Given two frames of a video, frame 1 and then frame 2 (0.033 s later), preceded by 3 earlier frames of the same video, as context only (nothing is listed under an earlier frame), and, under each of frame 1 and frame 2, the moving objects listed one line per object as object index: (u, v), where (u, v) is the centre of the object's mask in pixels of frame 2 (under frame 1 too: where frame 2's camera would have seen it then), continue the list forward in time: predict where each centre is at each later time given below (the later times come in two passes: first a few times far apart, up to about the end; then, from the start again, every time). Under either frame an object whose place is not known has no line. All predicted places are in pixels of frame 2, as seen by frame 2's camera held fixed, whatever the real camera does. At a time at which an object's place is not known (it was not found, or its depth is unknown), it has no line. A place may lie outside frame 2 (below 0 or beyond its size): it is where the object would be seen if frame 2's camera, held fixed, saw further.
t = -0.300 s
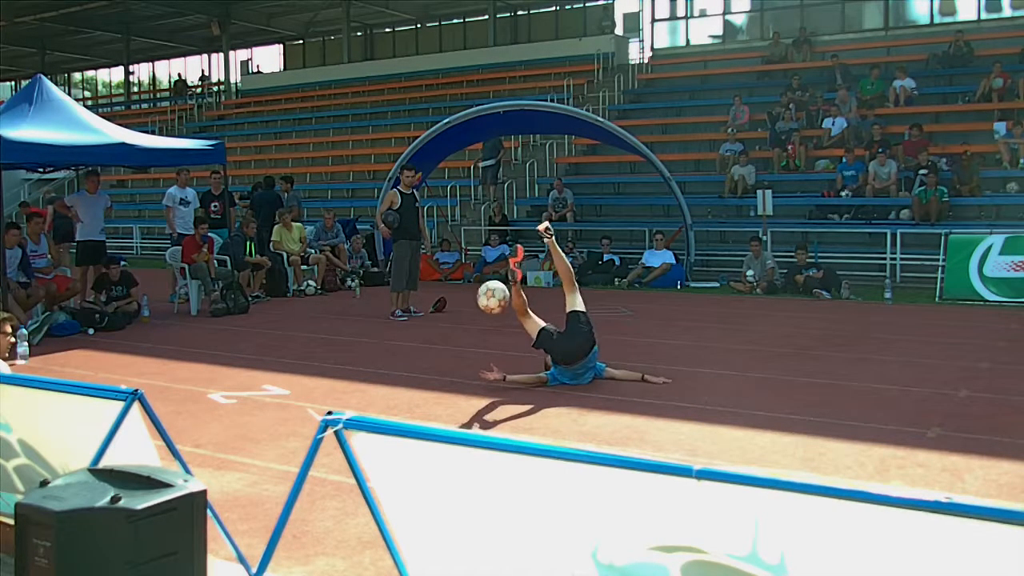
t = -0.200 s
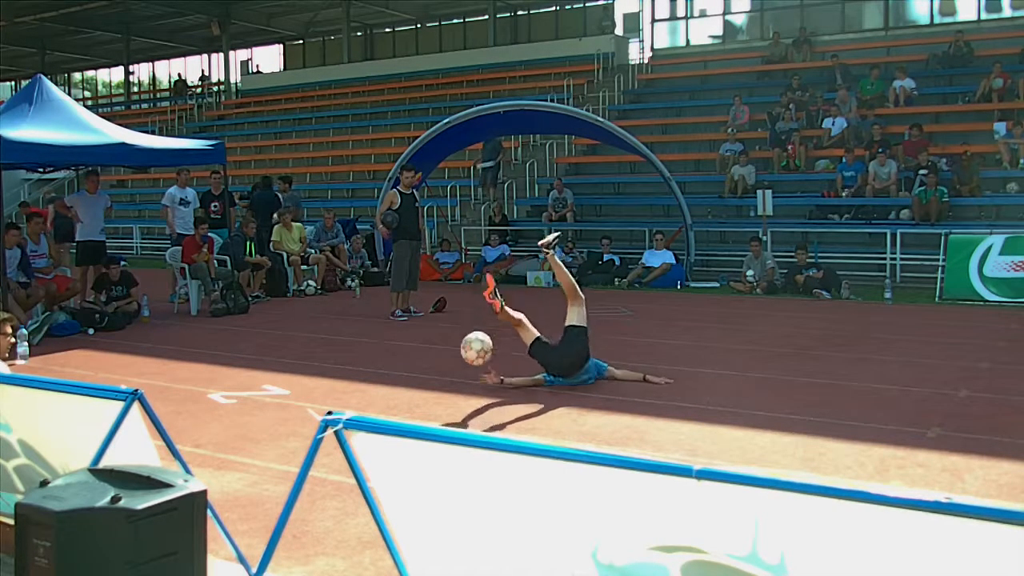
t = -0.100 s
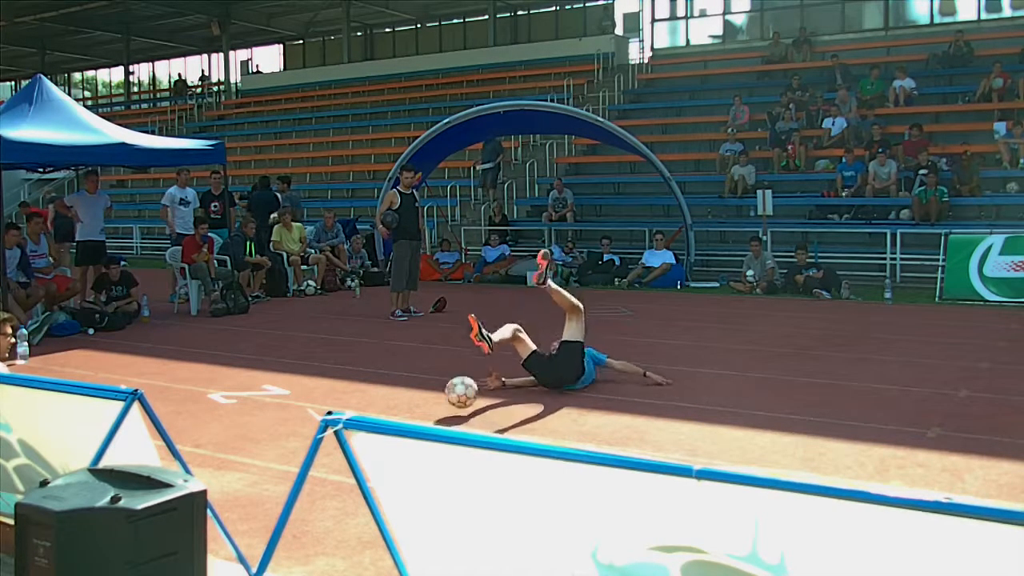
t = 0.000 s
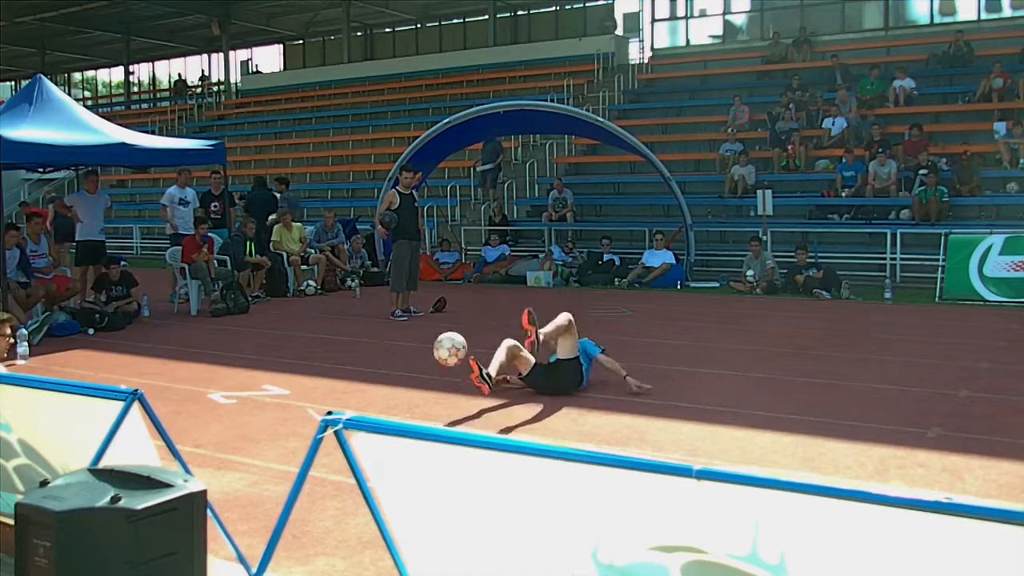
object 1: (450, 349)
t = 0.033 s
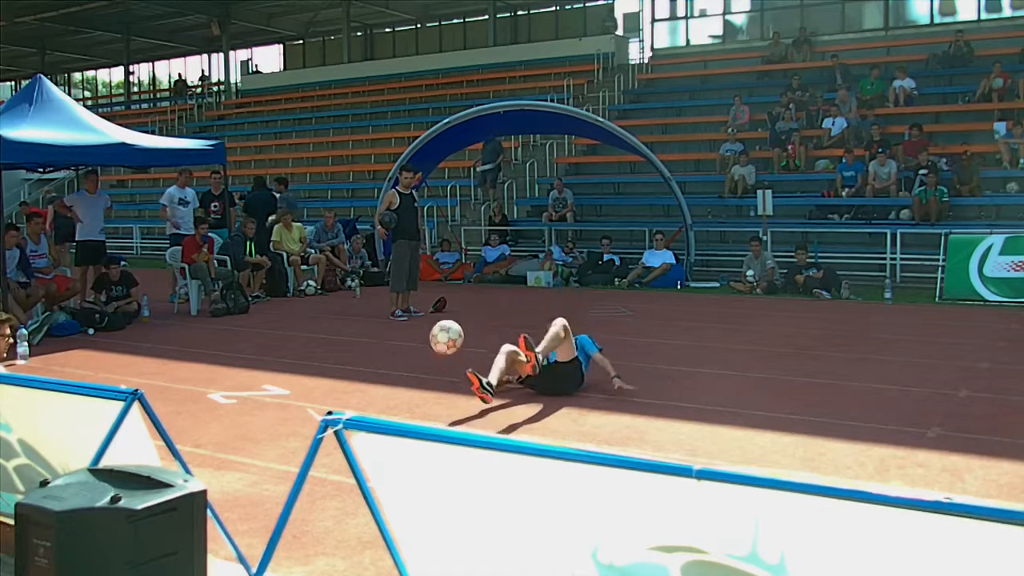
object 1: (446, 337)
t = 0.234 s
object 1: (423, 301)
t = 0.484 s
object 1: (392, 345)
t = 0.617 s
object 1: (378, 405)
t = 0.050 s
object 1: (444, 331)
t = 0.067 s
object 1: (442, 327)
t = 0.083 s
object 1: (440, 323)
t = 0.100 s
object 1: (439, 318)
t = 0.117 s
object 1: (437, 315)
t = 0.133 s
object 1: (435, 312)
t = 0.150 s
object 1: (433, 309)
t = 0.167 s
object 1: (431, 307)
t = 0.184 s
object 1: (429, 305)
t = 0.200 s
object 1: (427, 303)
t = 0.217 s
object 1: (425, 302)
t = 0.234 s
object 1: (423, 301)
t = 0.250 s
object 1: (421, 301)
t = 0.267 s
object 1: (419, 301)
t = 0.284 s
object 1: (417, 302)
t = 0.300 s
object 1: (415, 302)
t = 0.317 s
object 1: (413, 304)
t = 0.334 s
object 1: (411, 306)
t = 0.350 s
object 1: (409, 308)
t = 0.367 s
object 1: (407, 311)
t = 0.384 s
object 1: (405, 314)
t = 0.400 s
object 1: (403, 318)
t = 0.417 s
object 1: (401, 323)
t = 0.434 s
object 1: (398, 327)
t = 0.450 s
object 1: (397, 332)
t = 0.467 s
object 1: (395, 338)
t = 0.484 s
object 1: (392, 345)
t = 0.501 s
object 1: (391, 351)
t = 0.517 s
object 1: (388, 358)
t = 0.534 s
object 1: (386, 366)
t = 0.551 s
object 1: (384, 374)
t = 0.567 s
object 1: (383, 382)
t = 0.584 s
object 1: (381, 390)
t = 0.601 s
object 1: (379, 399)
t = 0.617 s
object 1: (378, 405)
